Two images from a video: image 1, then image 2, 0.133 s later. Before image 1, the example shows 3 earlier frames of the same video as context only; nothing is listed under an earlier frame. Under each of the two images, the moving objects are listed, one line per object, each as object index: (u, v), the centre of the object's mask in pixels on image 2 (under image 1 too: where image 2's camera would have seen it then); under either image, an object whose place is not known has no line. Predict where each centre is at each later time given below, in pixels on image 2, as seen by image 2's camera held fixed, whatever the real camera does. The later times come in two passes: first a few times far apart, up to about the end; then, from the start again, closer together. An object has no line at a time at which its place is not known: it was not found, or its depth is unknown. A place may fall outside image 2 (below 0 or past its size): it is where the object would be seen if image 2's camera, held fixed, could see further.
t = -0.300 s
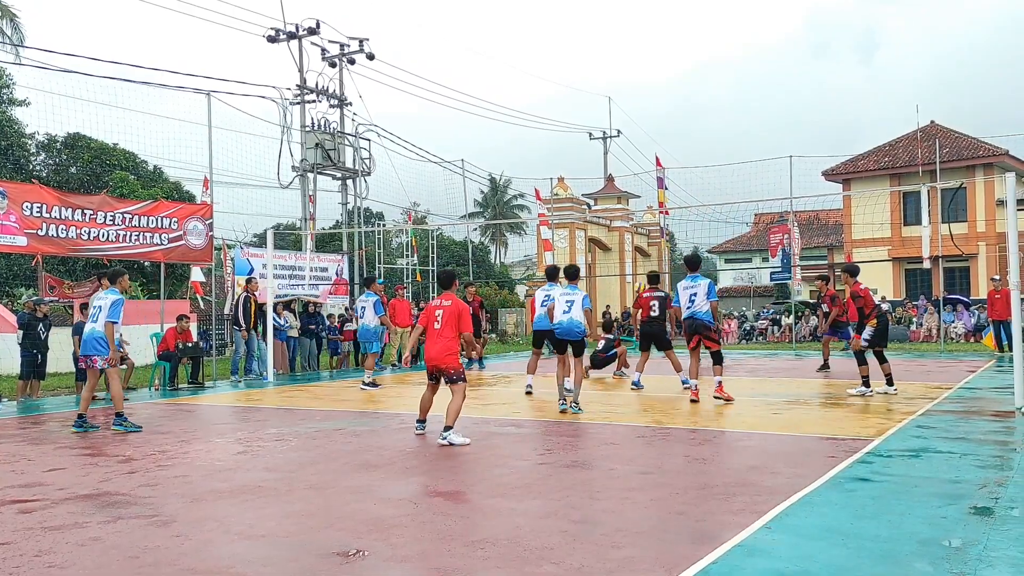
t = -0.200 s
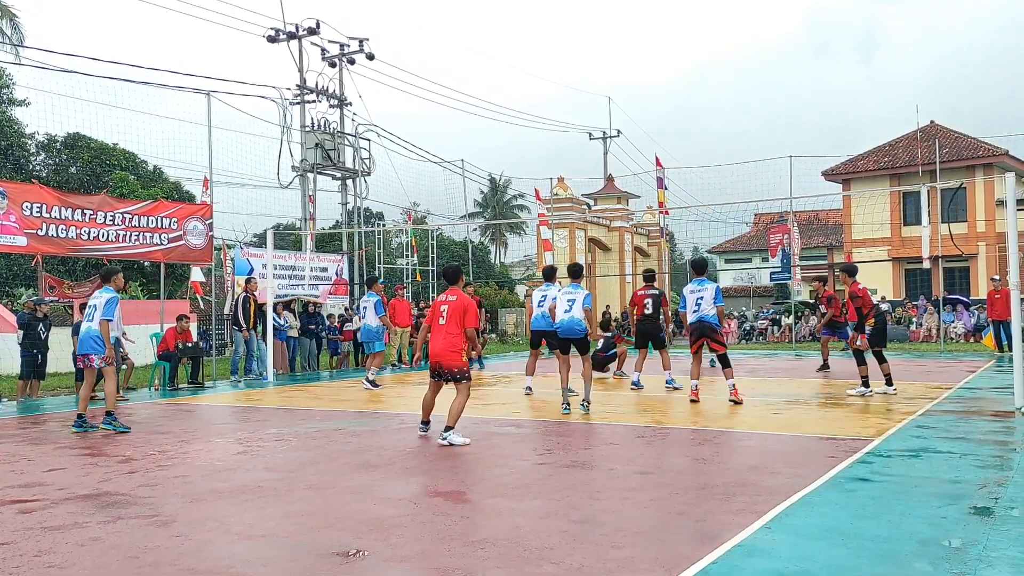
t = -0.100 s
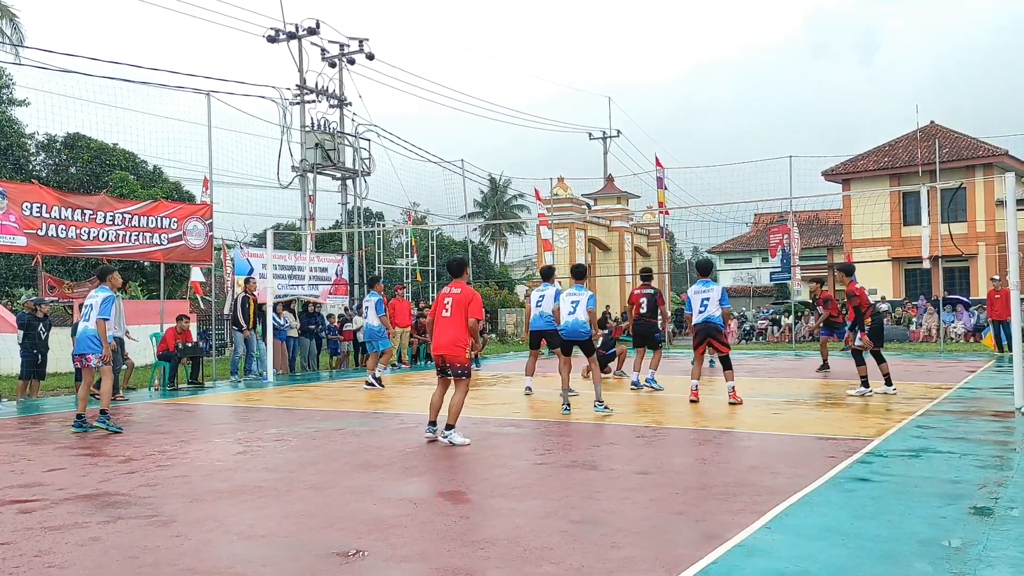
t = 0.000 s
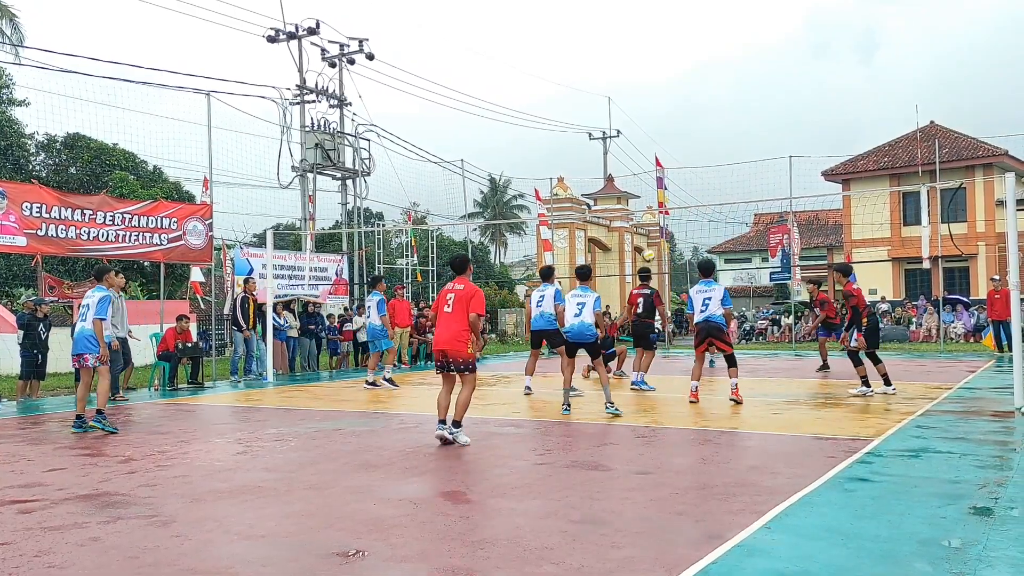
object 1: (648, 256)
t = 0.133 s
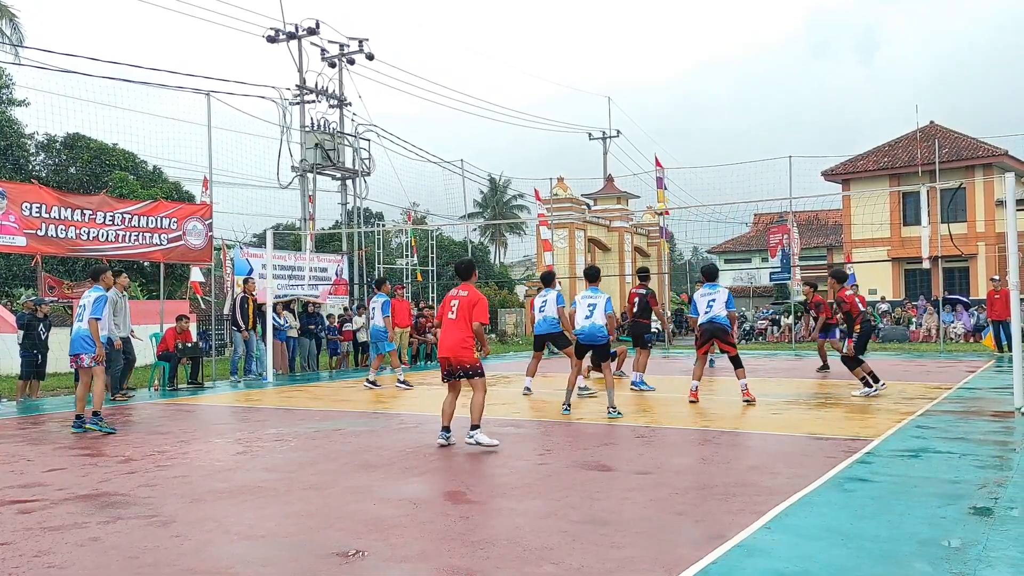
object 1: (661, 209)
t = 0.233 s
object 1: (670, 182)
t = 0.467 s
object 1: (692, 140)
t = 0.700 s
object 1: (716, 133)
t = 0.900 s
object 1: (736, 155)
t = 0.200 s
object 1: (667, 190)
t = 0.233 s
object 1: (670, 182)
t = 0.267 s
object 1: (673, 174)
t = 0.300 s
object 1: (676, 167)
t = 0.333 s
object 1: (679, 160)
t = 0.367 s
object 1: (682, 154)
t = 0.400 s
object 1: (686, 149)
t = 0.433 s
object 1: (689, 144)
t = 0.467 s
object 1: (692, 140)
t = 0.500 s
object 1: (695, 137)
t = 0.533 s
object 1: (699, 135)
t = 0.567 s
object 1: (702, 133)
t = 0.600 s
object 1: (705, 132)
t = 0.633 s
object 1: (709, 131)
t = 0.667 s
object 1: (712, 132)
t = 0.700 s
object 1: (716, 133)
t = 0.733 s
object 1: (719, 135)
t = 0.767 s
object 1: (722, 137)
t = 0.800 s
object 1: (726, 140)
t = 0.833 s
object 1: (729, 144)
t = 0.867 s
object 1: (733, 149)
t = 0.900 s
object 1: (736, 155)
